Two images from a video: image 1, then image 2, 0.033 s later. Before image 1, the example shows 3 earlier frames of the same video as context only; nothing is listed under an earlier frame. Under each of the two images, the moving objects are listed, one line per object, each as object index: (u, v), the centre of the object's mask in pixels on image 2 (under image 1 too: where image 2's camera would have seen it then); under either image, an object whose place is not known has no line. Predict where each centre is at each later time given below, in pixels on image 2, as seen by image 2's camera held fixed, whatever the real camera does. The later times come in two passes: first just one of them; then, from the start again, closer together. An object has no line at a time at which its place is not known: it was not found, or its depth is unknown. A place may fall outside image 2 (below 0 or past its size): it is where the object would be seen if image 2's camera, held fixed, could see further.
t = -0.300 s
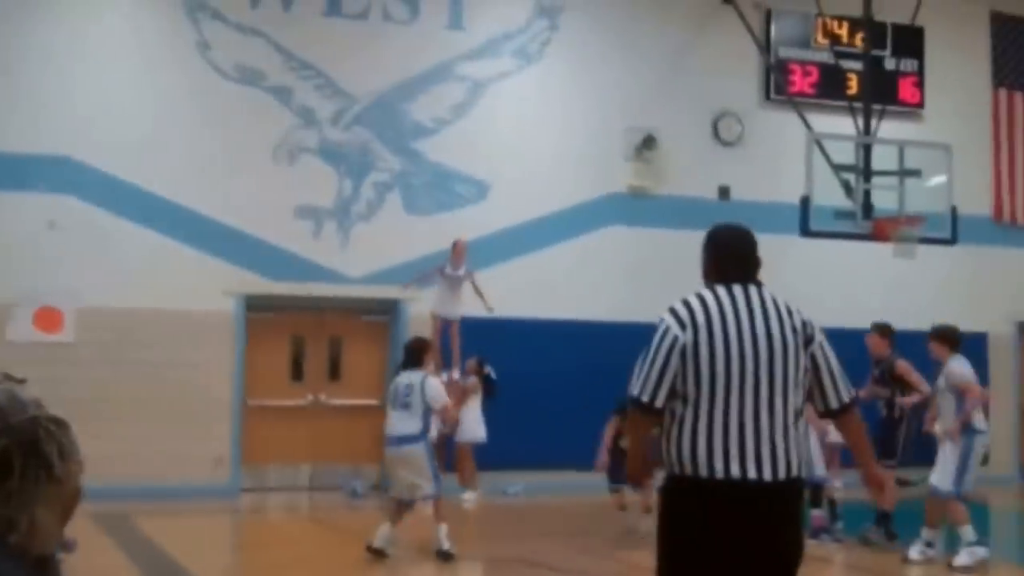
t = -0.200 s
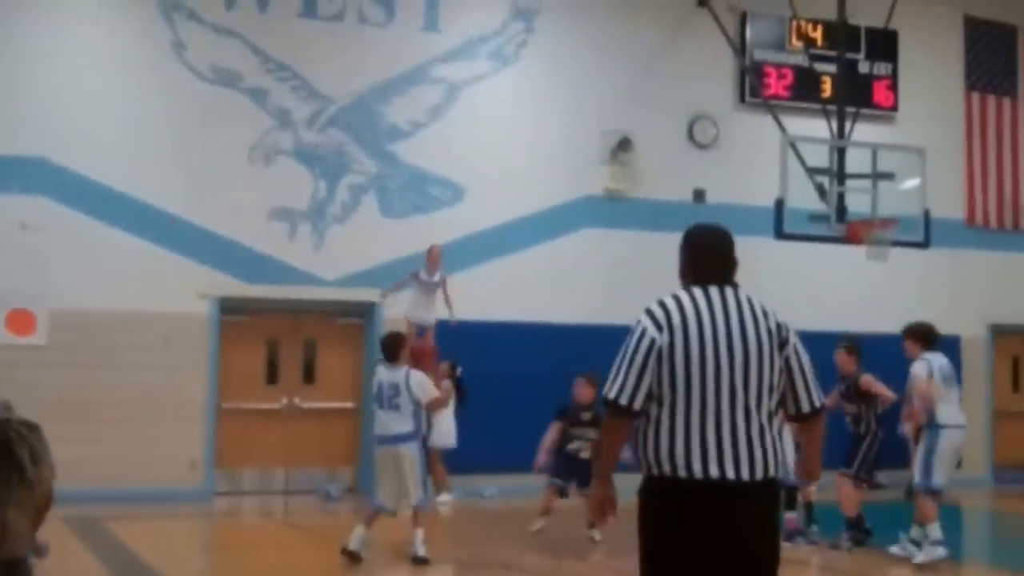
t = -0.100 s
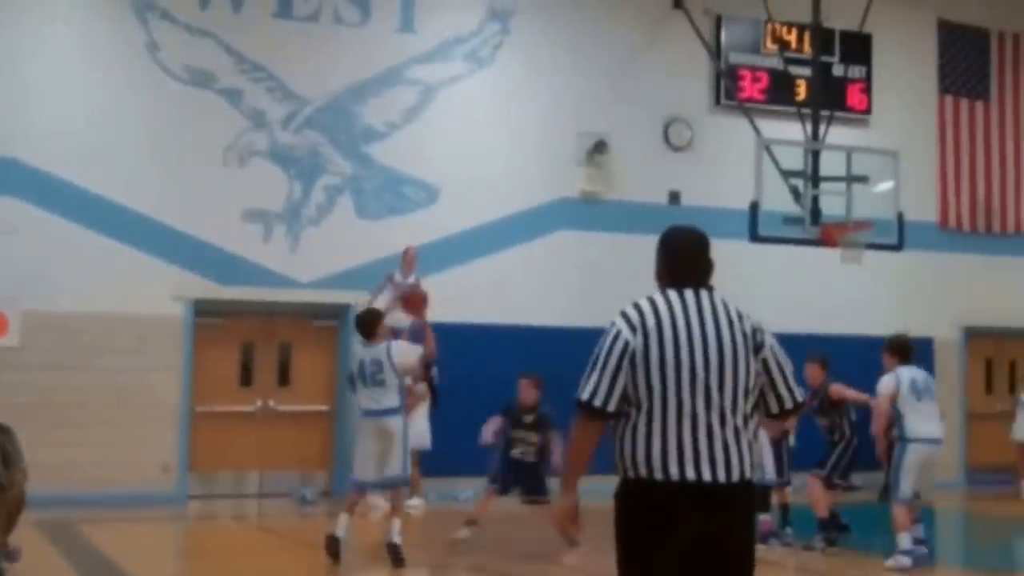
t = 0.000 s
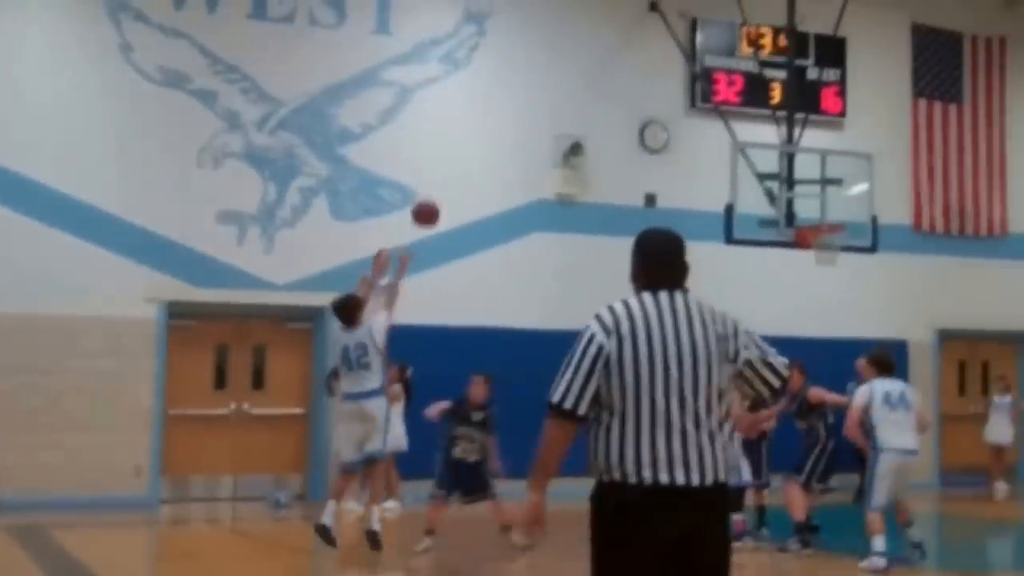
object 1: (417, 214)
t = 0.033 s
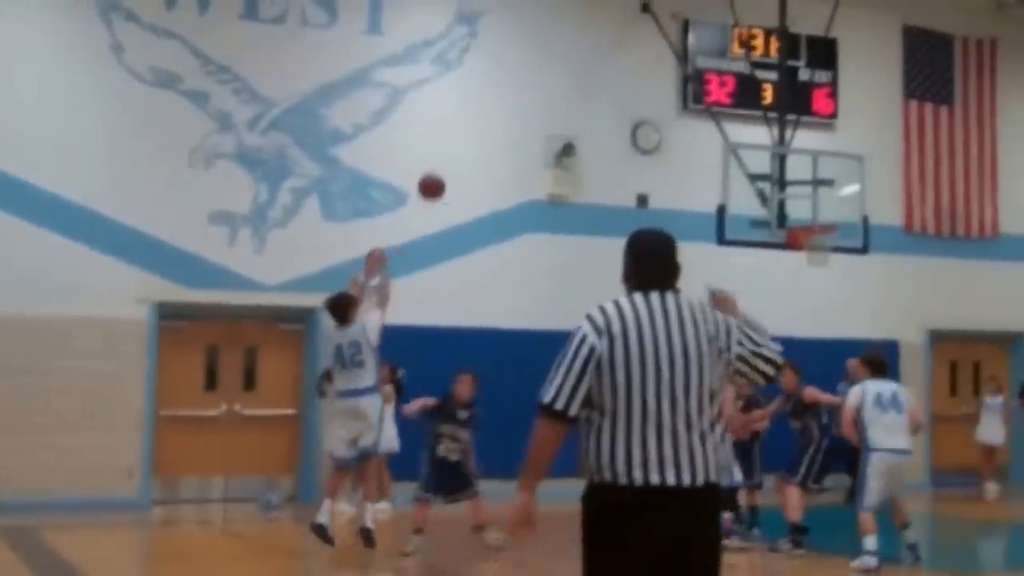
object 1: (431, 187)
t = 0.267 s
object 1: (522, 45)
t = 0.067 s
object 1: (445, 161)
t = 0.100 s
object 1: (458, 138)
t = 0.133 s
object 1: (472, 115)
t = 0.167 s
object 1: (484, 95)
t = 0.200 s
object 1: (497, 76)
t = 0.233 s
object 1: (510, 60)
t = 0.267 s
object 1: (522, 45)
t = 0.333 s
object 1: (545, 20)
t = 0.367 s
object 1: (557, 8)
